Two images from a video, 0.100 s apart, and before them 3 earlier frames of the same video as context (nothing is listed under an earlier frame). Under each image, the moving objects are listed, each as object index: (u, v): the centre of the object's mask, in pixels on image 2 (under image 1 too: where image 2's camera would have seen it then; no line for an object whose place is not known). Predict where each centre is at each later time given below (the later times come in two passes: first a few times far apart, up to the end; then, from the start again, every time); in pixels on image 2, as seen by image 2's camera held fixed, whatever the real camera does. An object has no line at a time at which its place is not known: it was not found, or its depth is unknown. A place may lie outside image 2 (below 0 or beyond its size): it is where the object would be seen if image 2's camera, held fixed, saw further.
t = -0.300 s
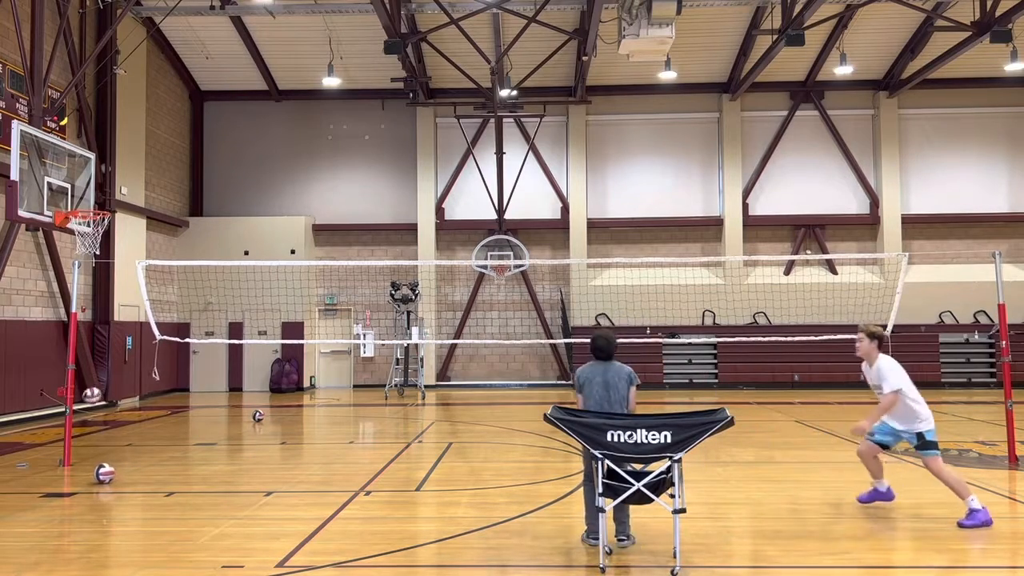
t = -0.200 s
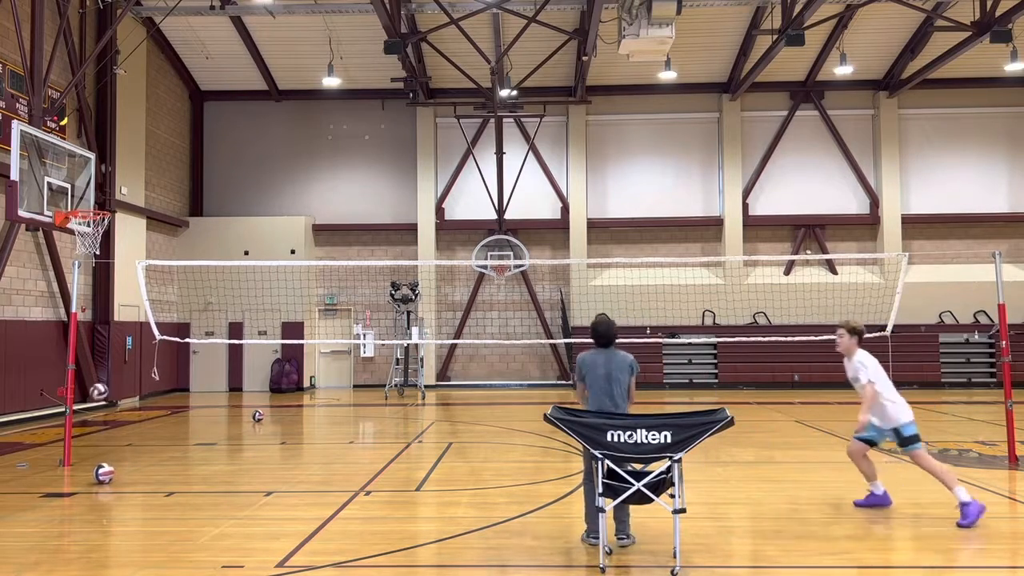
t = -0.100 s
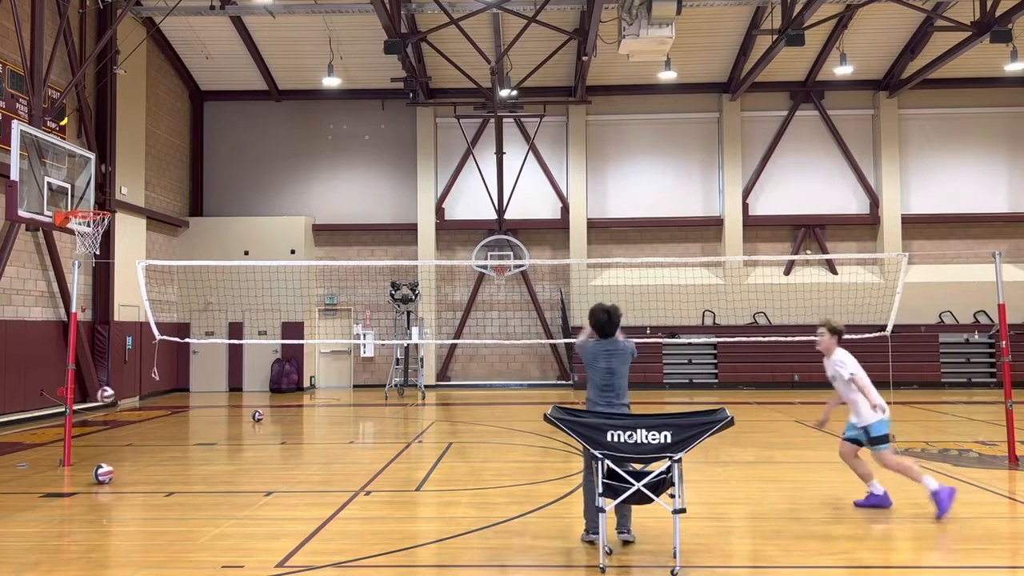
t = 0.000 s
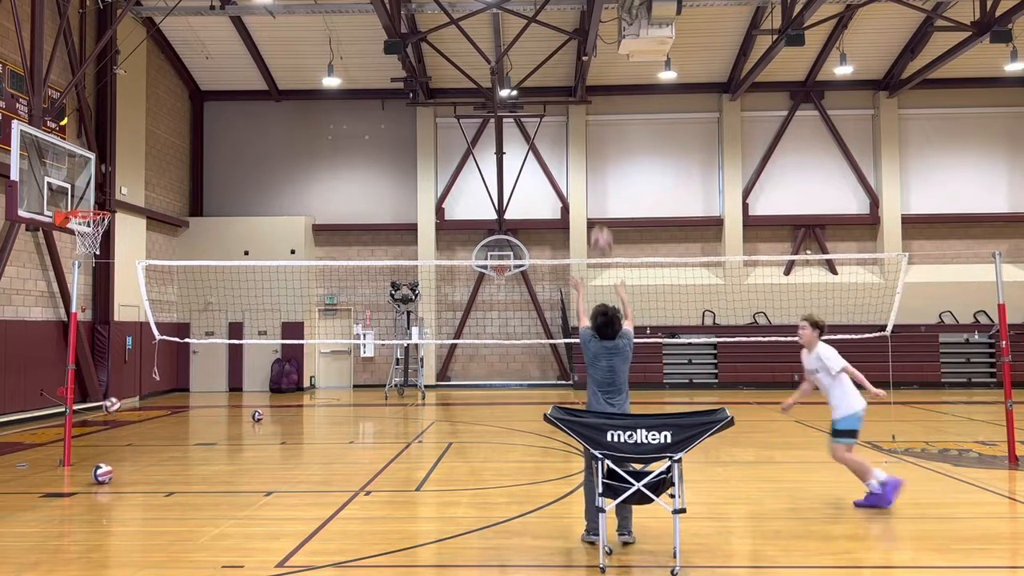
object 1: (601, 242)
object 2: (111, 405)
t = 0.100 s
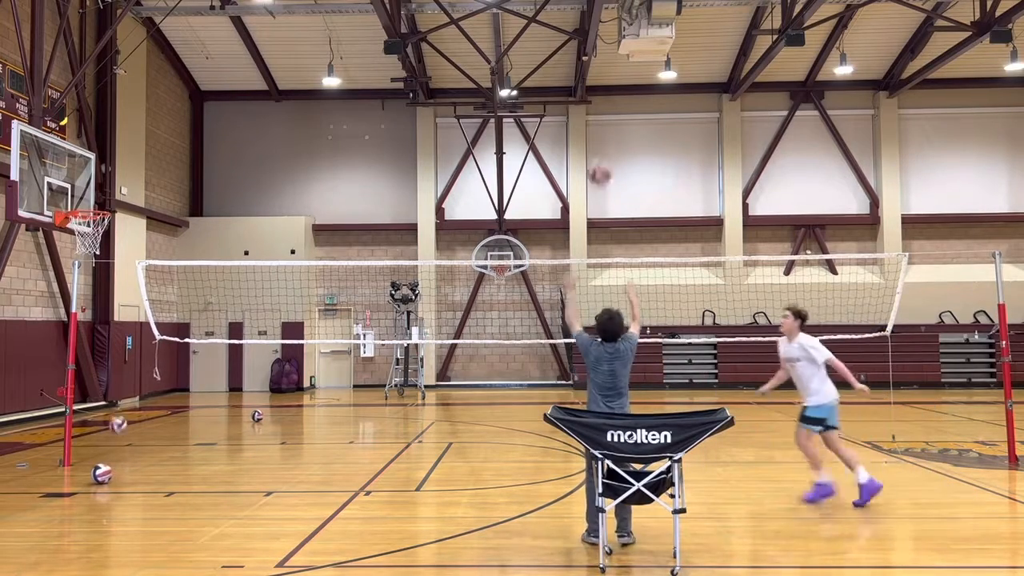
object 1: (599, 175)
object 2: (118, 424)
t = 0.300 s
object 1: (597, 76)
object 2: (120, 430)
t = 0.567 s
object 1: (596, 21)
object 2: (109, 409)
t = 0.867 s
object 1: (595, 49)
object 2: (95, 449)
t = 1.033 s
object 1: (596, 103)
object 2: (89, 426)
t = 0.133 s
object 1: (599, 151)
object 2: (120, 431)
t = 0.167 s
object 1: (599, 133)
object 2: (122, 440)
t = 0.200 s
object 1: (598, 115)
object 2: (124, 451)
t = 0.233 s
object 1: (598, 101)
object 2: (123, 444)
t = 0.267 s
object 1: (598, 89)
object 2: (122, 437)
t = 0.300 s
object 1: (597, 76)
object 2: (120, 430)
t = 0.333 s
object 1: (597, 63)
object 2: (119, 425)
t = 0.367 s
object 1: (596, 52)
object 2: (118, 420)
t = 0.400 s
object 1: (597, 45)
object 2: (116, 416)
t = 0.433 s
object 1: (596, 38)
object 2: (115, 413)
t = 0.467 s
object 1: (597, 32)
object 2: (113, 411)
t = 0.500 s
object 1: (596, 27)
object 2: (112, 409)
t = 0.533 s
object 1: (596, 24)
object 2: (110, 409)
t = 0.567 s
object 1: (596, 21)
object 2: (109, 409)
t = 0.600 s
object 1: (596, 20)
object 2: (107, 410)
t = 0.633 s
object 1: (596, 20)
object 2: (105, 411)
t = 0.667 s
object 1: (596, 20)
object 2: (104, 414)
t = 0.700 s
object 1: (596, 22)
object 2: (103, 418)
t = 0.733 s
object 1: (596, 26)
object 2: (101, 423)
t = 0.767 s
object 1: (595, 30)
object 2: (100, 427)
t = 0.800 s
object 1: (595, 35)
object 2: (98, 434)
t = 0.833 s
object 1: (595, 42)
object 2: (97, 441)
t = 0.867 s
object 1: (595, 49)
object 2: (95, 449)
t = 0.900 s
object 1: (595, 58)
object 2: (94, 444)
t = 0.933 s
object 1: (595, 68)
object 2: (93, 438)
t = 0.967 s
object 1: (596, 79)
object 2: (91, 433)
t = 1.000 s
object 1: (596, 90)
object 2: (90, 429)
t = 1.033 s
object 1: (596, 103)
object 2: (89, 426)
